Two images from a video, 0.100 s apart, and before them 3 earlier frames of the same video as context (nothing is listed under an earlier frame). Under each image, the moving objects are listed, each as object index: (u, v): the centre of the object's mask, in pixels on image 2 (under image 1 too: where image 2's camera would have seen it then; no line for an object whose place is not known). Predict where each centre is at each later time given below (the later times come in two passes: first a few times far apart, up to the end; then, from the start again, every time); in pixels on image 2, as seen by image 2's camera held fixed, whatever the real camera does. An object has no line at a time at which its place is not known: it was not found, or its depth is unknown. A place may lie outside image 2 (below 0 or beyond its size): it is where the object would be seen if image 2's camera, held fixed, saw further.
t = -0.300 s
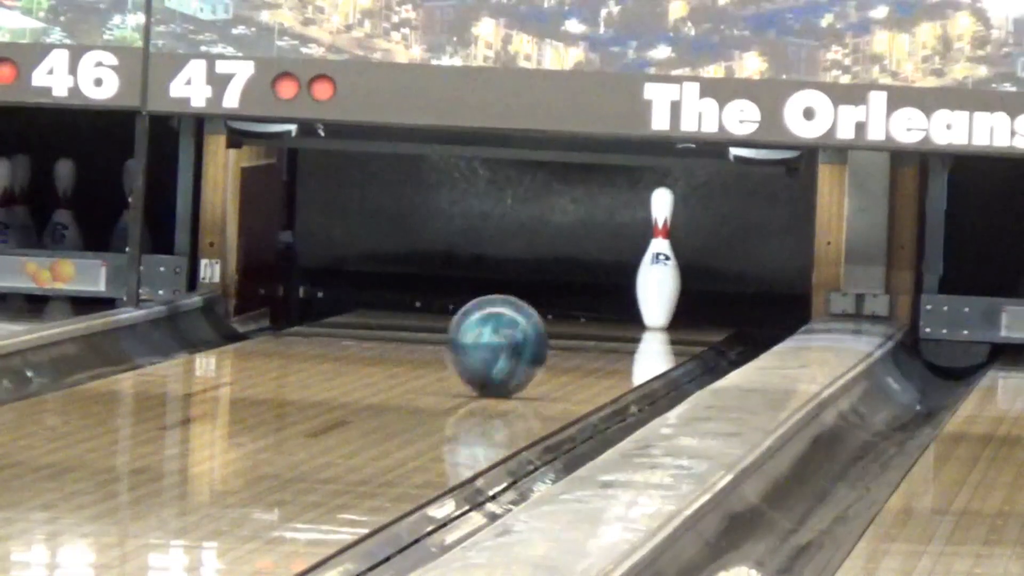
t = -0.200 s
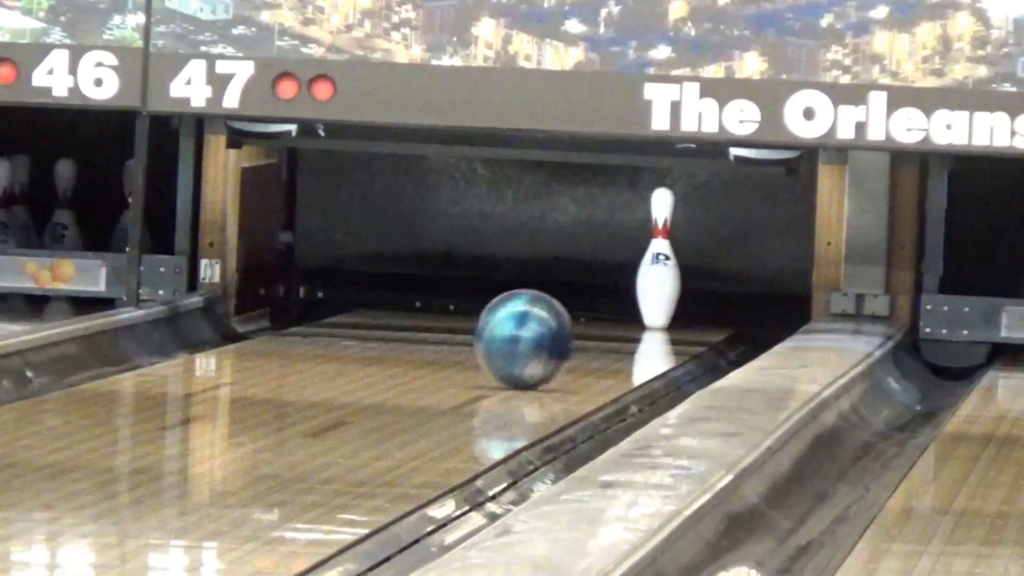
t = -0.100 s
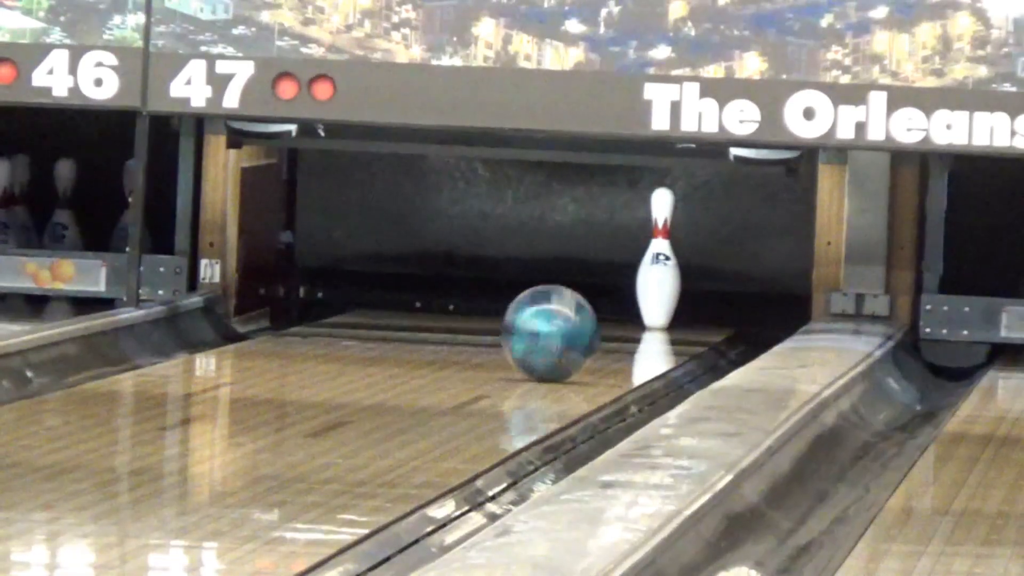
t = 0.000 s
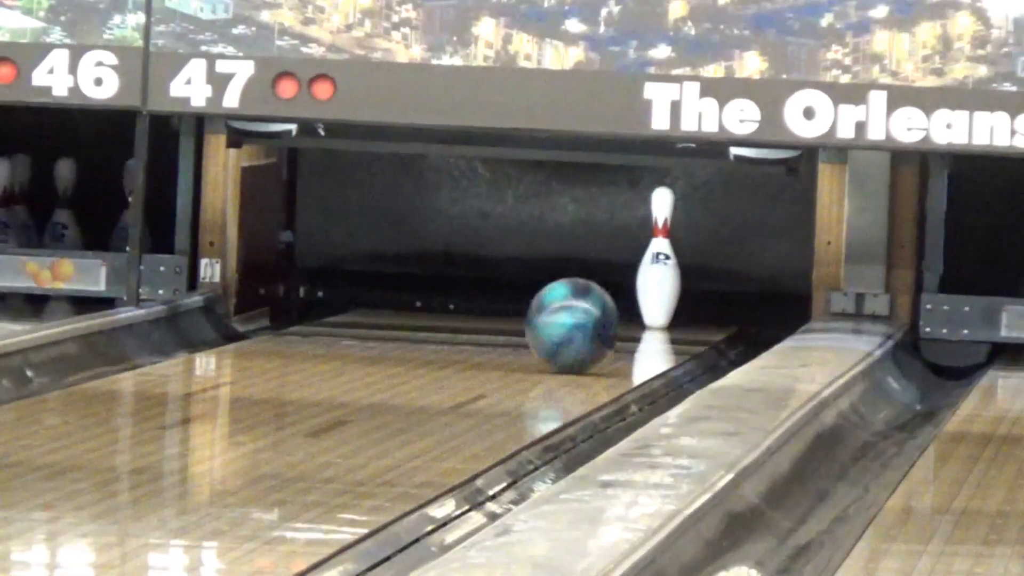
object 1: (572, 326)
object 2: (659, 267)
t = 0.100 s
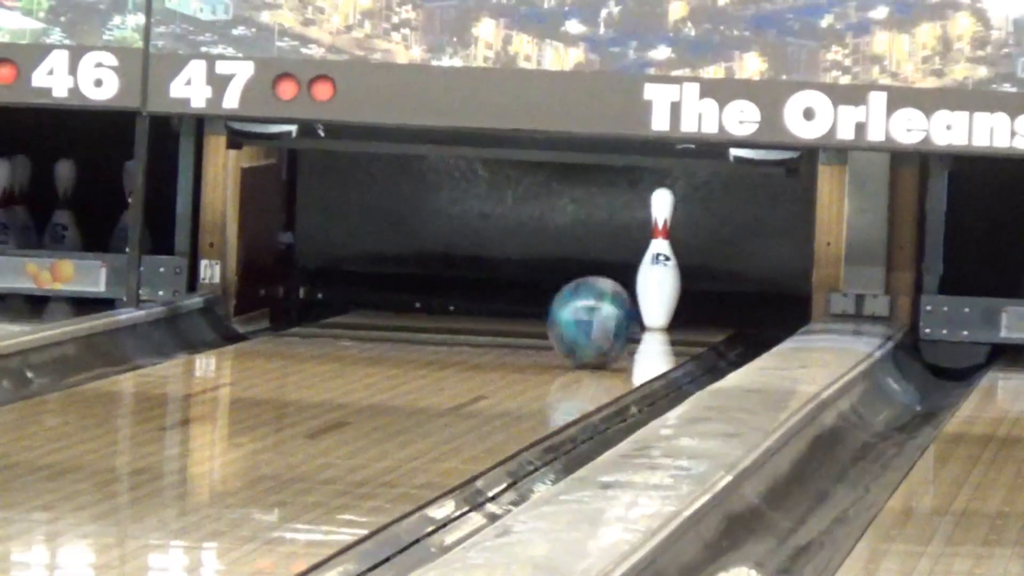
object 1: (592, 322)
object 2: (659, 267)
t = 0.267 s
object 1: (623, 314)
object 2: (663, 251)
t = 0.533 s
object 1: (661, 300)
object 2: (661, 224)
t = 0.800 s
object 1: (699, 289)
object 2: (593, 266)
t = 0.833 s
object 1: (709, 292)
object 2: (563, 274)
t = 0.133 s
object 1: (598, 320)
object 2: (660, 266)
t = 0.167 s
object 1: (605, 319)
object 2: (661, 263)
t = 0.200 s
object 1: (611, 317)
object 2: (661, 260)
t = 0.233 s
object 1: (617, 314)
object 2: (662, 256)
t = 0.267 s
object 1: (623, 314)
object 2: (663, 251)
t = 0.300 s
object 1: (628, 312)
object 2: (663, 245)
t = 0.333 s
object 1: (634, 309)
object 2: (663, 240)
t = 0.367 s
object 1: (638, 308)
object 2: (662, 236)
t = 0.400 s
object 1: (643, 306)
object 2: (662, 232)
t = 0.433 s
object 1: (648, 303)
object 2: (662, 229)
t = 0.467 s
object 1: (652, 302)
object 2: (661, 227)
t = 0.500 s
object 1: (657, 301)
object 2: (661, 226)
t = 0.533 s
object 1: (661, 300)
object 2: (661, 224)
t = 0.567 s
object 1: (666, 298)
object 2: (661, 224)
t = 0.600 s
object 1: (667, 298)
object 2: (660, 224)
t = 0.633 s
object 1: (670, 296)
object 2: (660, 224)
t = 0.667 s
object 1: (672, 295)
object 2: (659, 227)
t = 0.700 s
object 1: (676, 294)
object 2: (656, 243)
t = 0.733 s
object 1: (684, 292)
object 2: (641, 262)
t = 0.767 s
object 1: (692, 289)
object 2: (619, 260)
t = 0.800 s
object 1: (699, 289)
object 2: (593, 266)
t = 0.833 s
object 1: (709, 292)
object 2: (563, 274)
